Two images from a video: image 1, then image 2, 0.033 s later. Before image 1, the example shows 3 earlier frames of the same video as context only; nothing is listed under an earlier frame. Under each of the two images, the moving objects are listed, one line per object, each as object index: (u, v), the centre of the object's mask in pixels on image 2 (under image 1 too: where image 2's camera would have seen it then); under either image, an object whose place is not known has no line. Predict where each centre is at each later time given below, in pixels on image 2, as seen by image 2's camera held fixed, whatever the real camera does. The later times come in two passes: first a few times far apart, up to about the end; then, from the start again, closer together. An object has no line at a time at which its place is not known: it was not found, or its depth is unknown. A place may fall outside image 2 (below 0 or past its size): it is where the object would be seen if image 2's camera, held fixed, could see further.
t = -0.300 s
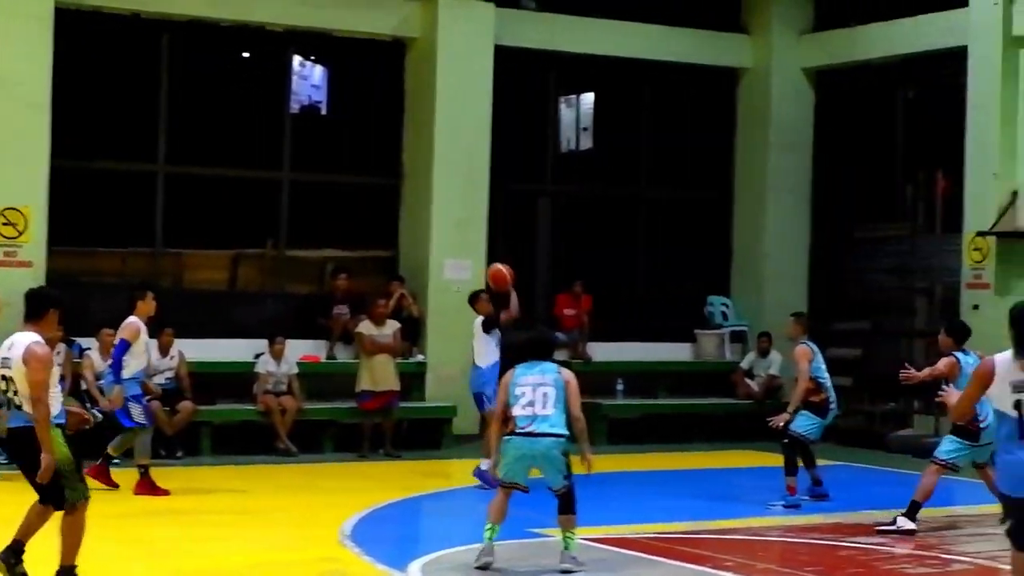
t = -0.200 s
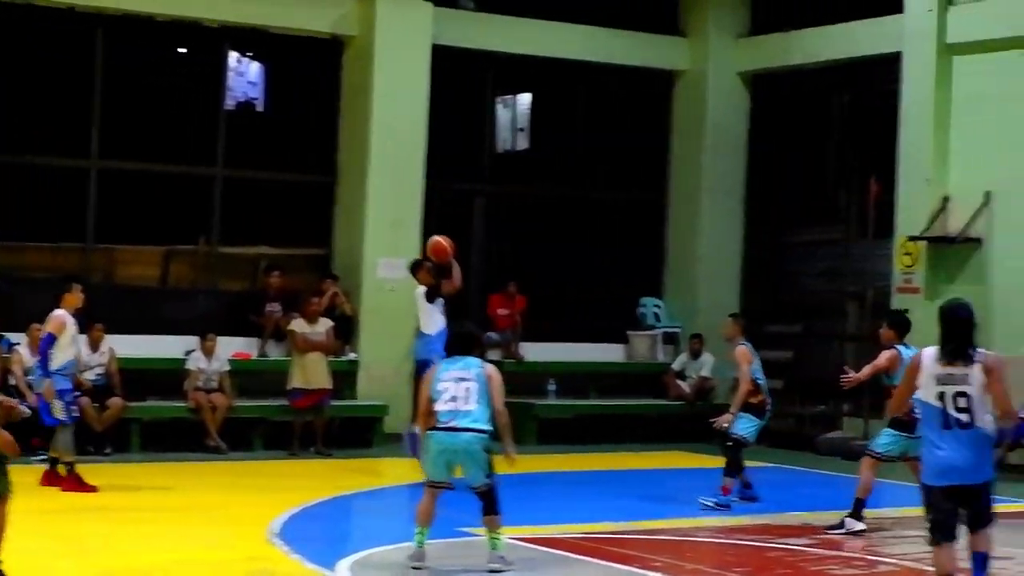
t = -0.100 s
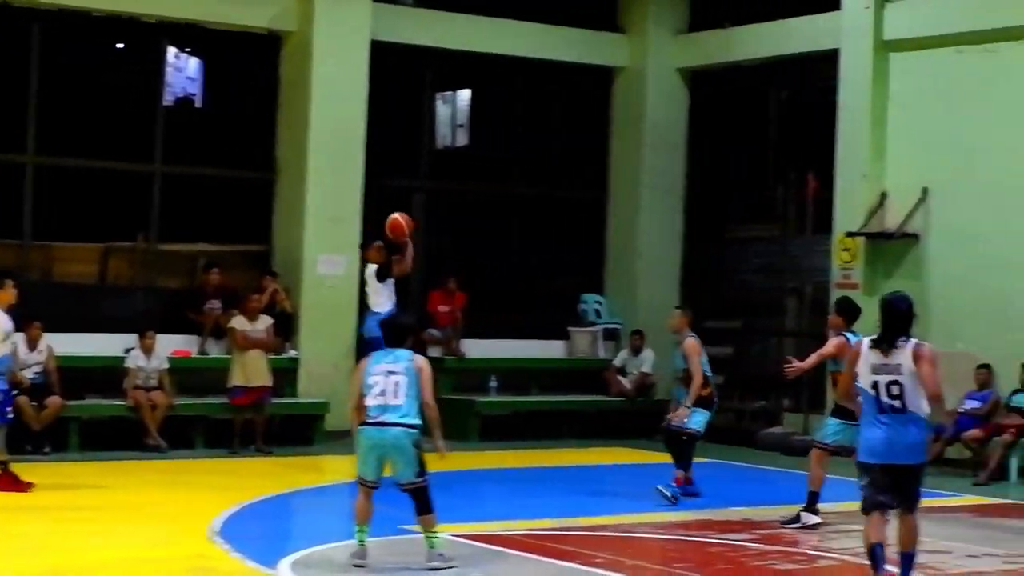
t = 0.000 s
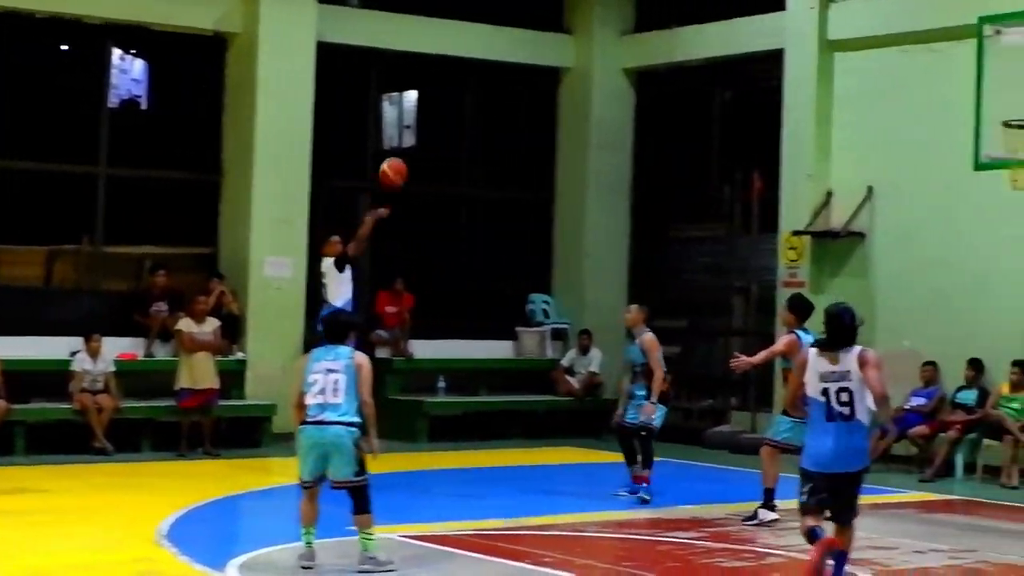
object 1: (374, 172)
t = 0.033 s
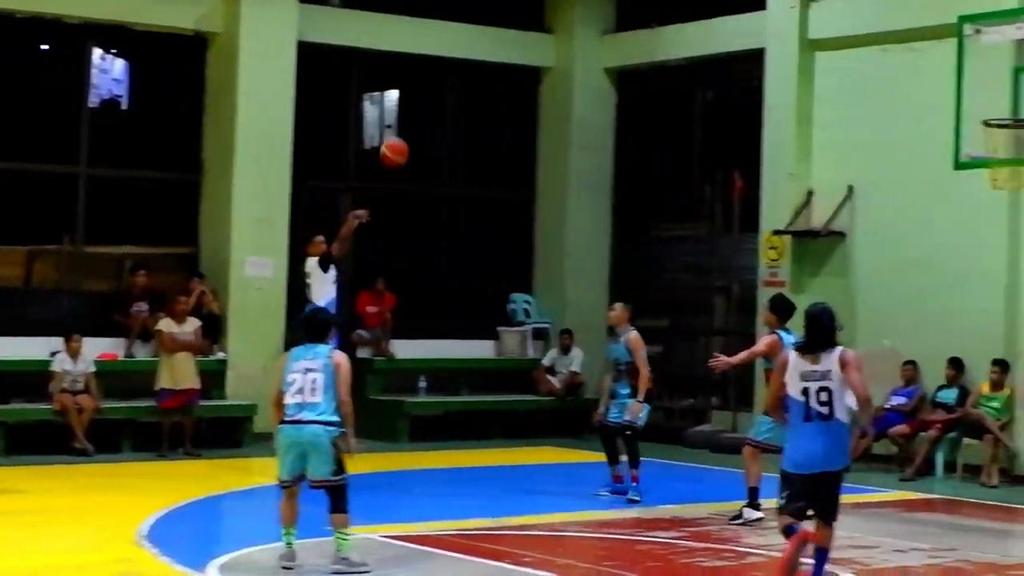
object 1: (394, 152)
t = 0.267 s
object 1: (534, 46)
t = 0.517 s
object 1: (688, -2)
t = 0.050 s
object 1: (405, 142)
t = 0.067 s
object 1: (414, 132)
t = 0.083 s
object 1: (423, 124)
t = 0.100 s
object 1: (433, 115)
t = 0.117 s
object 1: (442, 106)
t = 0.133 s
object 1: (452, 98)
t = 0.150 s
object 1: (461, 90)
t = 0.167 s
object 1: (471, 82)
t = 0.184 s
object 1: (481, 76)
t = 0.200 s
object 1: (491, 69)
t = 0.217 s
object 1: (501, 63)
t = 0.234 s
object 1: (513, 57)
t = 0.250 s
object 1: (523, 52)
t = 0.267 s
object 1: (534, 46)
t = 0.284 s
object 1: (544, 41)
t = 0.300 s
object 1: (554, 35)
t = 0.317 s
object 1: (563, 31)
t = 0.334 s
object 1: (574, 26)
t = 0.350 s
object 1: (584, 22)
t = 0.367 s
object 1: (594, 18)
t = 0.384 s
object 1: (604, 15)
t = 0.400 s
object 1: (614, 12)
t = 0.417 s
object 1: (625, 8)
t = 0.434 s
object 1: (635, 6)
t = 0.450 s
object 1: (645, 4)
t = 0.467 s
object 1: (656, 2)
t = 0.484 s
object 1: (666, 0)
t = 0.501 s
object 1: (677, -1)
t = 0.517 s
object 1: (688, -2)
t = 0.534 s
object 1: (698, -2)
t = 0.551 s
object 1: (708, -3)
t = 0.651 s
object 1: (774, 4)
